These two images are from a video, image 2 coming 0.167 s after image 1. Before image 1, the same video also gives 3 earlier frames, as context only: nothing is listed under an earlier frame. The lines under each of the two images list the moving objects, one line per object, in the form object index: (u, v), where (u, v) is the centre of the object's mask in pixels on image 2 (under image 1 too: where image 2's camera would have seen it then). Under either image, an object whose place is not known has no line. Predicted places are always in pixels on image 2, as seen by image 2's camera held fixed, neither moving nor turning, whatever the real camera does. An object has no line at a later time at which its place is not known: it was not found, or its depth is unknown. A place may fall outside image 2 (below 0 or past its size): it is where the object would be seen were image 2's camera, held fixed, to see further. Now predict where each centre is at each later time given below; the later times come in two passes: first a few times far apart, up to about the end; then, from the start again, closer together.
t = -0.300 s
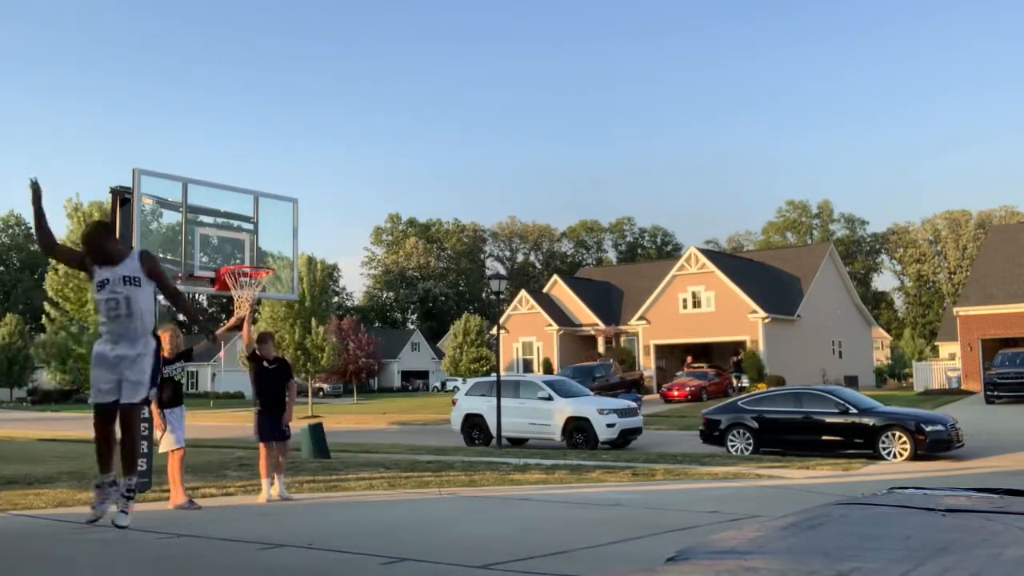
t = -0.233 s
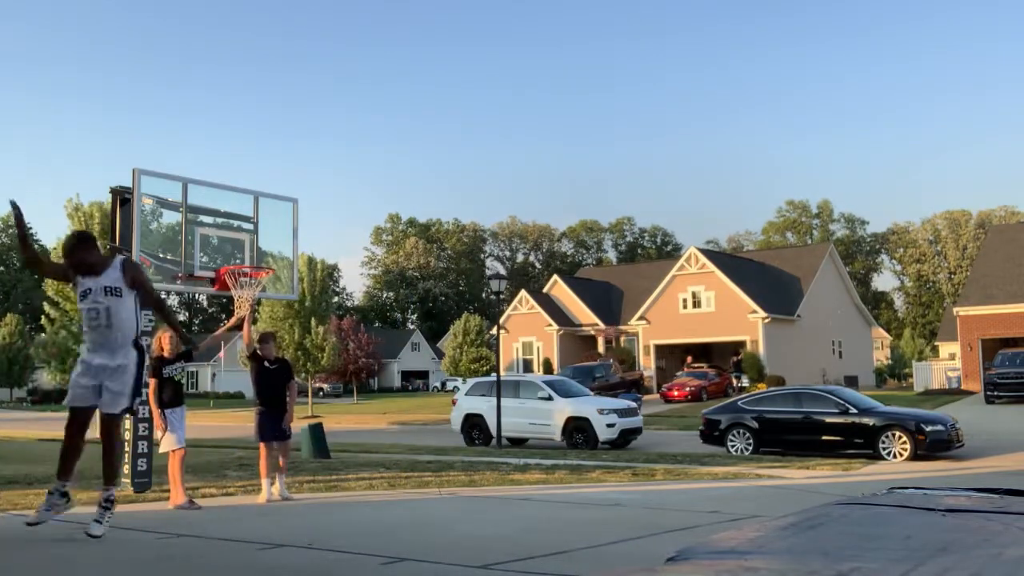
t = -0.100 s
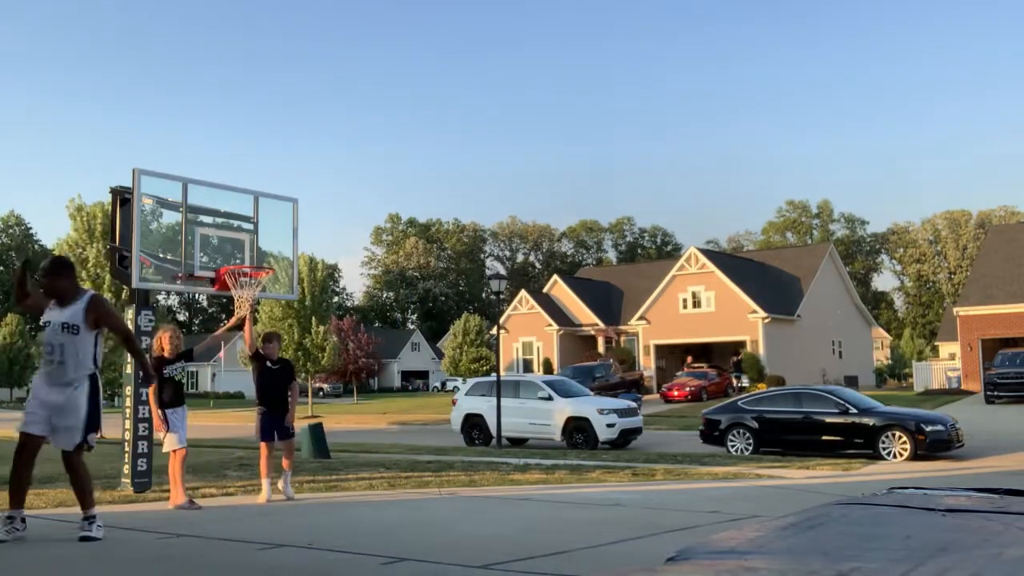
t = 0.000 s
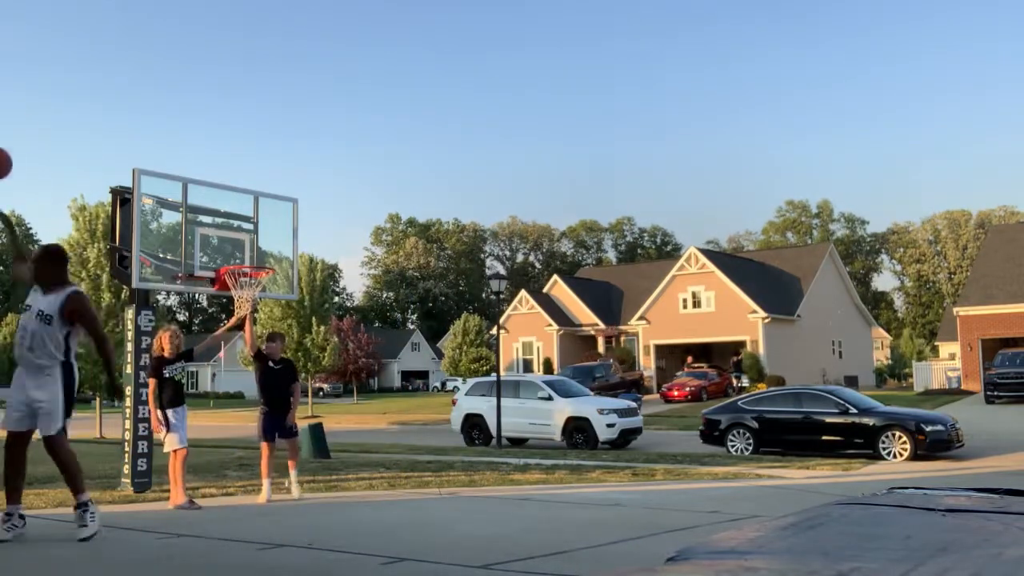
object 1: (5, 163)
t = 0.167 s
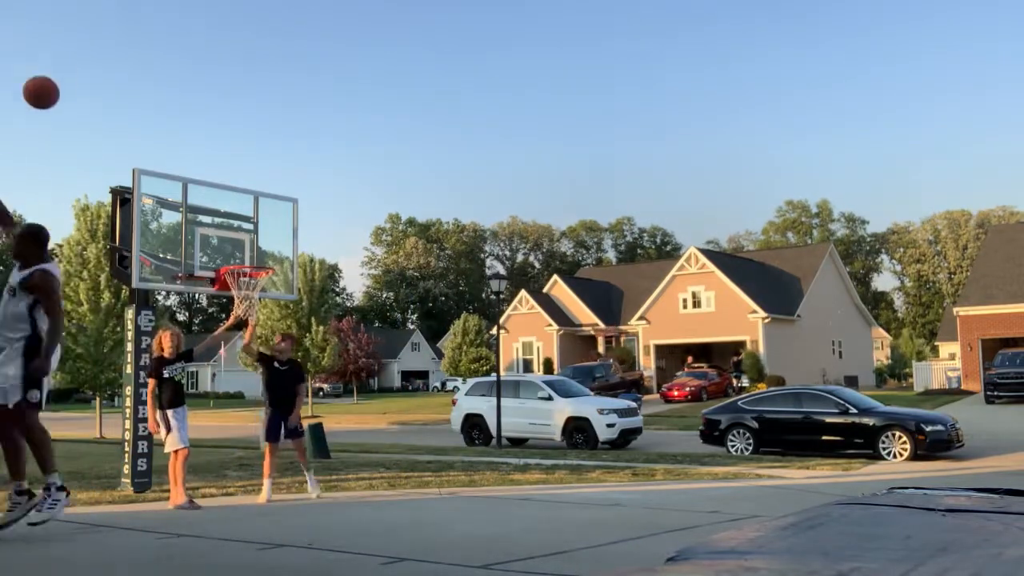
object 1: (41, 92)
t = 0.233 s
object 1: (58, 77)
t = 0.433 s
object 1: (105, 69)
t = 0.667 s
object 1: (152, 122)
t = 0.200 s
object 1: (50, 84)
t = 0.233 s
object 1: (58, 77)
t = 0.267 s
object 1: (66, 72)
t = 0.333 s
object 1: (83, 67)
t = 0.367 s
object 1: (90, 66)
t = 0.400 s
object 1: (98, 67)
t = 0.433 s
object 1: (105, 69)
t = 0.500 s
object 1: (119, 78)
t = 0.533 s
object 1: (126, 84)
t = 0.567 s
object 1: (133, 92)
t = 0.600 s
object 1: (139, 101)
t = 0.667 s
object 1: (152, 122)
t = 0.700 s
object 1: (158, 135)
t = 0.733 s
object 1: (164, 148)
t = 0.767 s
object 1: (171, 163)
